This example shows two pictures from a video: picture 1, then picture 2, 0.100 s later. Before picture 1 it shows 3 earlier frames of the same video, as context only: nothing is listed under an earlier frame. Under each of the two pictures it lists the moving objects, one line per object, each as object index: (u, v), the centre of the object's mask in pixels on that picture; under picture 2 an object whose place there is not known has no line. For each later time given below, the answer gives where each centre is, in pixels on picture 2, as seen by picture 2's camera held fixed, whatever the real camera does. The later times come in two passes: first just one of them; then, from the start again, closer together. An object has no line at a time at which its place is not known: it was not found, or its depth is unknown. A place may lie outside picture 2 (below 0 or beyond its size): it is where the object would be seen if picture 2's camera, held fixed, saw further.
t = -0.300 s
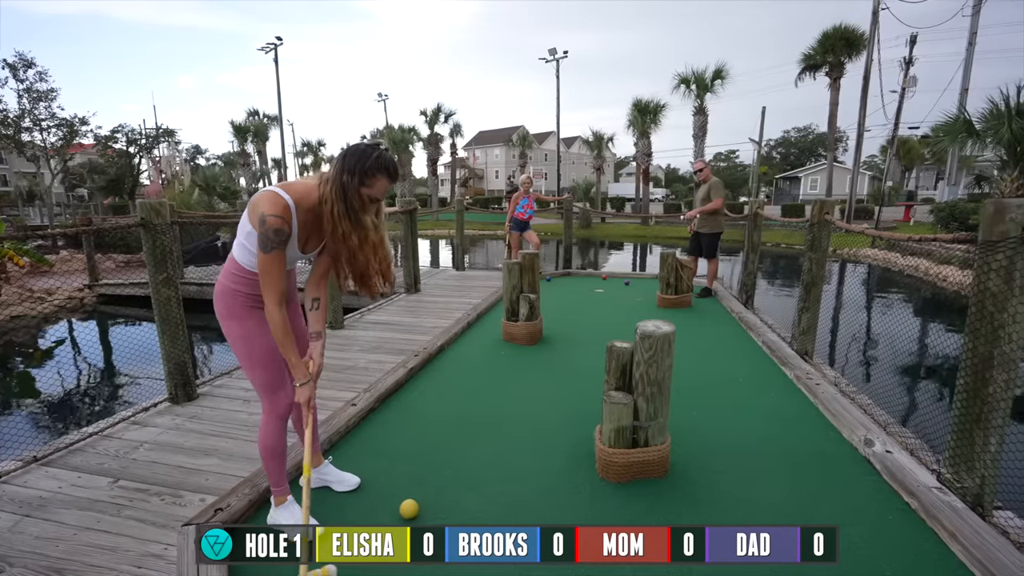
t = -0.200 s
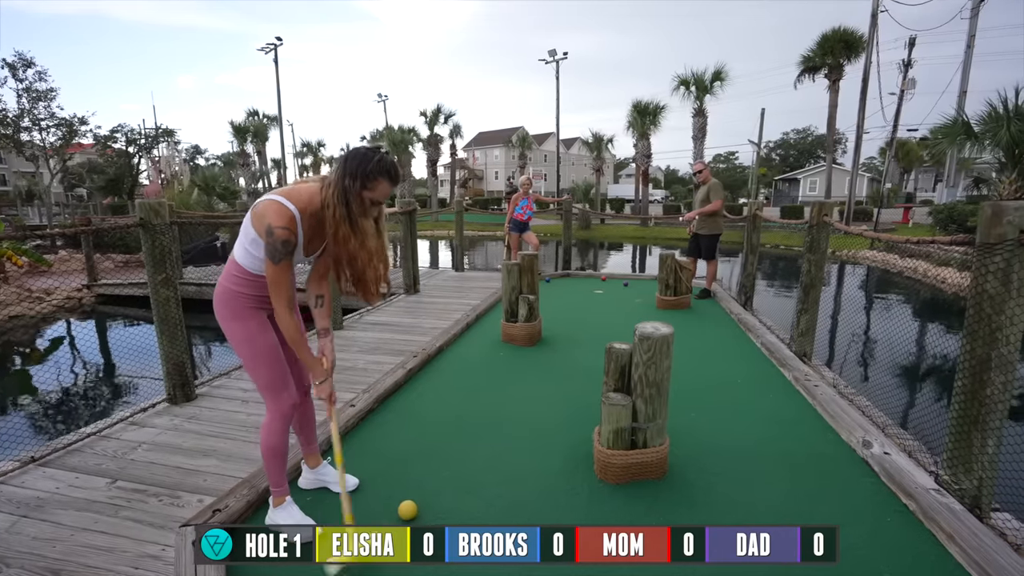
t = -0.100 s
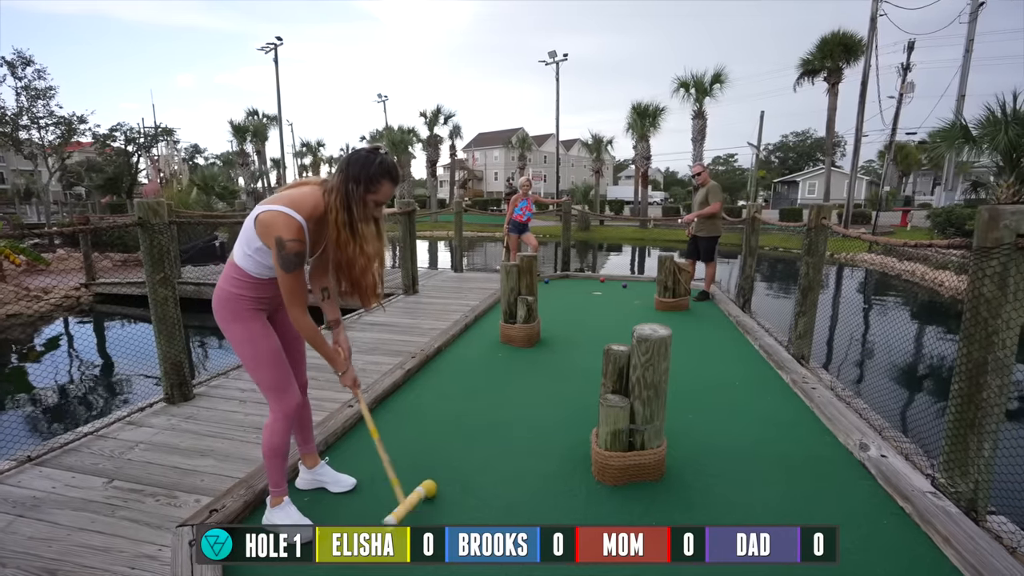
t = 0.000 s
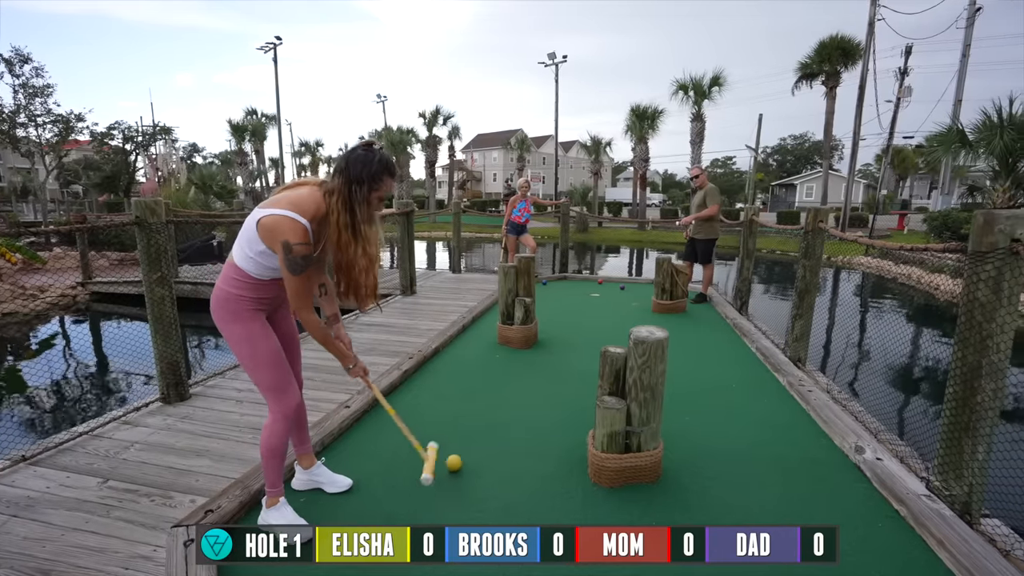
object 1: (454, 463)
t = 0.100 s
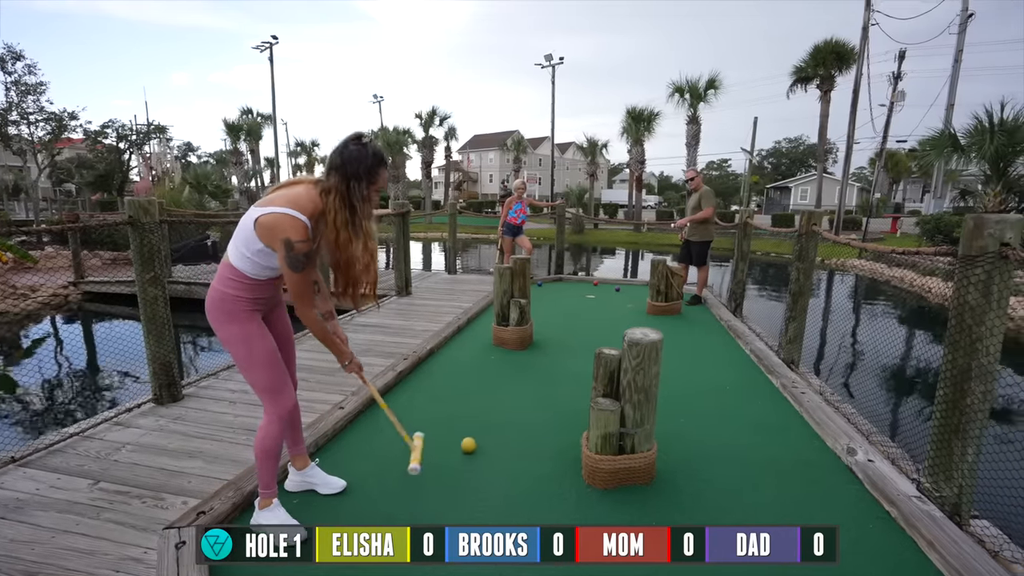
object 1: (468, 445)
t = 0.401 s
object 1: (509, 407)
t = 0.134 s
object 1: (474, 441)
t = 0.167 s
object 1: (479, 435)
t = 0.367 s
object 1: (505, 409)
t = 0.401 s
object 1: (509, 407)
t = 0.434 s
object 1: (512, 404)
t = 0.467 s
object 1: (515, 402)
